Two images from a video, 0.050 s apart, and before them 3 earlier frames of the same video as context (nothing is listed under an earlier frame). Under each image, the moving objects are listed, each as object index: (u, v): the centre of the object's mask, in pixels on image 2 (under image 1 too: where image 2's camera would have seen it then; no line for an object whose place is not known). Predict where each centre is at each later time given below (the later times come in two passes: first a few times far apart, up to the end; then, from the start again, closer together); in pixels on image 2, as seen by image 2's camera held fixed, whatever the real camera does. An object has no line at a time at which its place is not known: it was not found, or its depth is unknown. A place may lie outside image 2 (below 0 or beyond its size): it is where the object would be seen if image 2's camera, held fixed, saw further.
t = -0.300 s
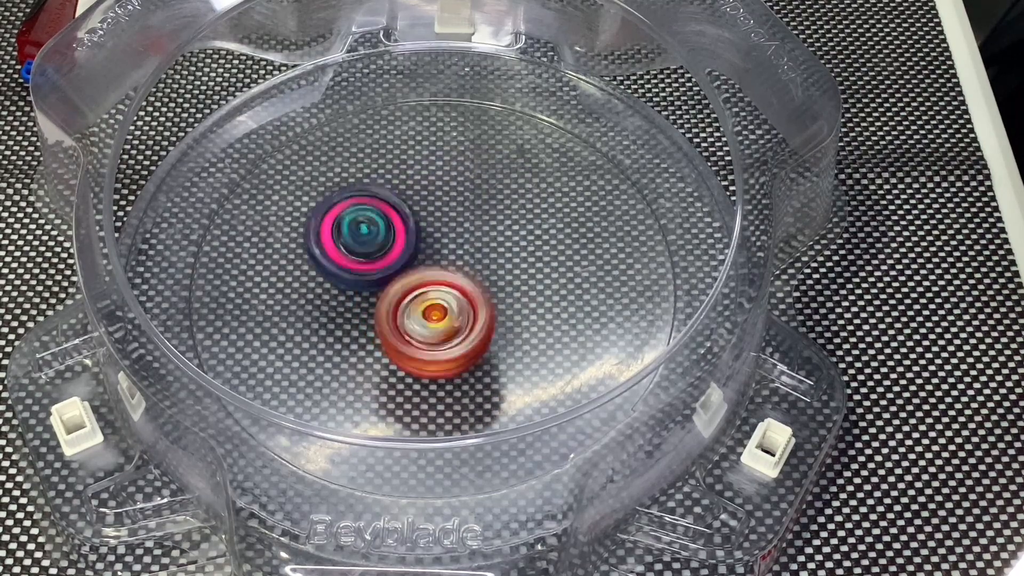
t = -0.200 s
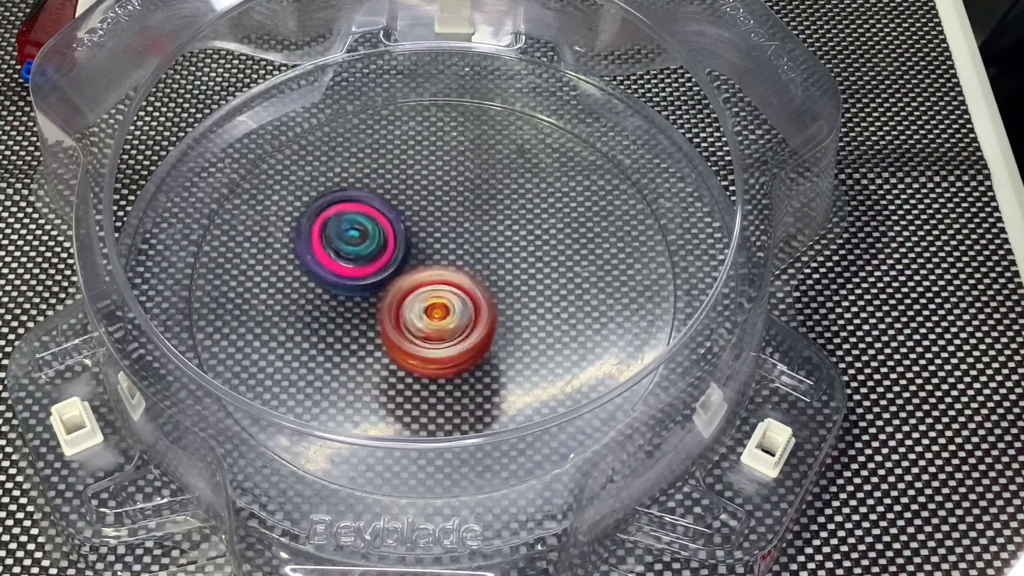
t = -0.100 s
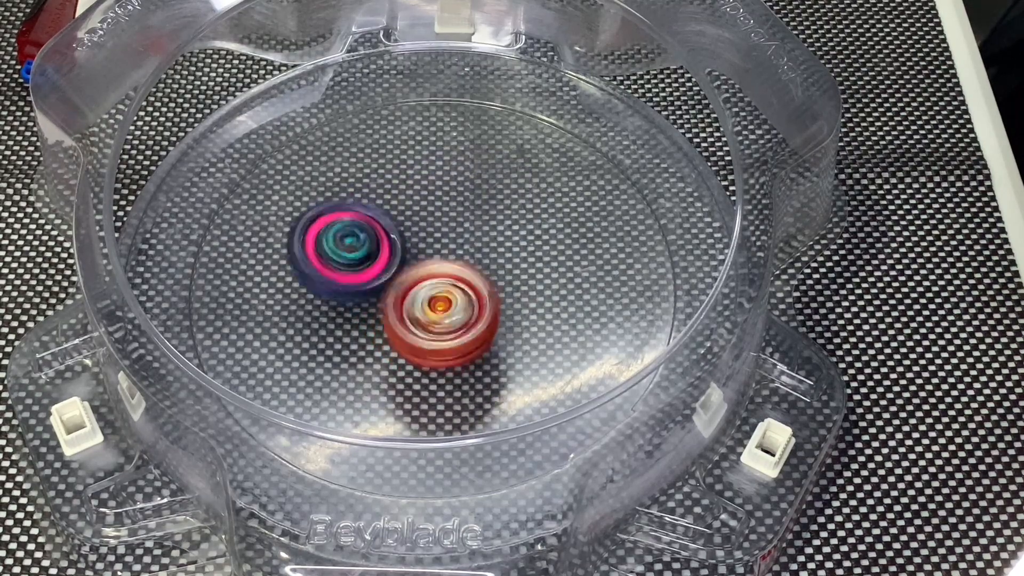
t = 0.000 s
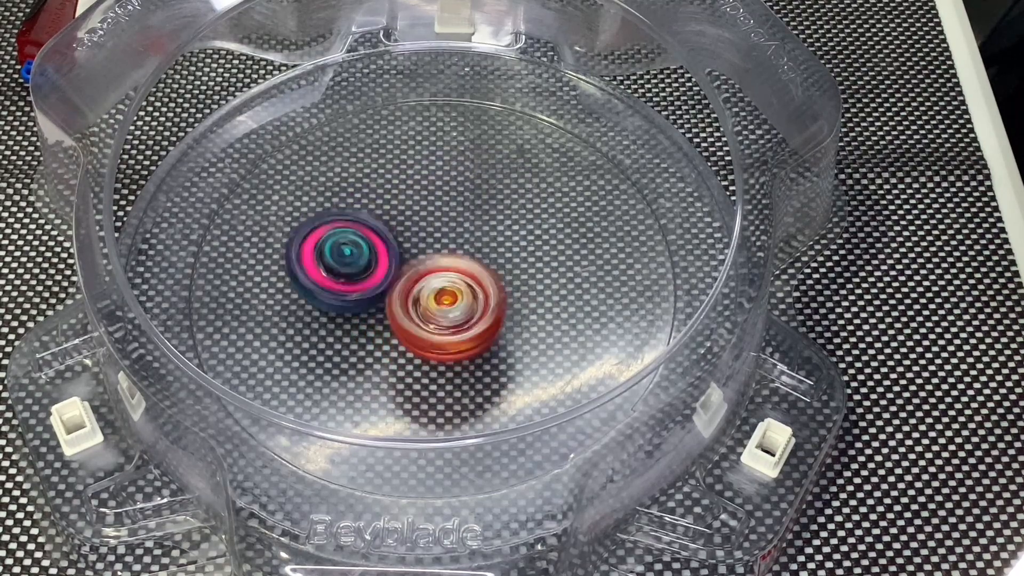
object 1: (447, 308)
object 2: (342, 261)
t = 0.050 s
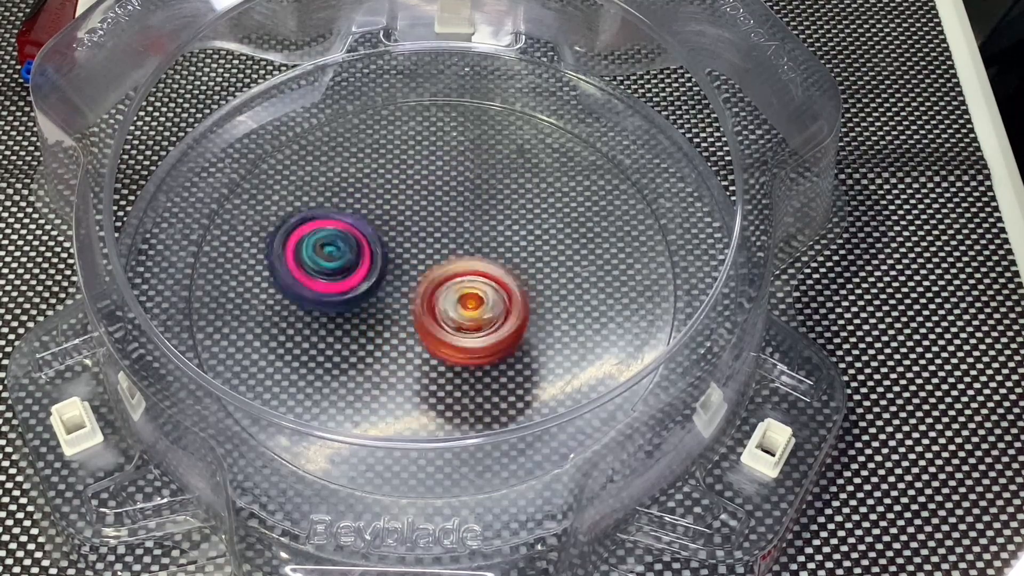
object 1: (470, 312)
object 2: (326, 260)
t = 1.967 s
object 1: (493, 202)
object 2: (419, 314)
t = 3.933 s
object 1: (416, 209)
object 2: (438, 342)
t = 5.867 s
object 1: (336, 338)
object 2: (458, 281)
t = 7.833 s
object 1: (450, 336)
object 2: (410, 241)
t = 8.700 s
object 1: (468, 351)
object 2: (442, 239)
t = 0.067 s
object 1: (476, 314)
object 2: (324, 260)
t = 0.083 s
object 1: (480, 313)
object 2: (323, 261)
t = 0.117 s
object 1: (485, 313)
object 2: (322, 262)
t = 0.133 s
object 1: (486, 313)
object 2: (322, 263)
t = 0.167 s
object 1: (486, 311)
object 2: (322, 264)
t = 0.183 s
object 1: (485, 311)
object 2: (322, 264)
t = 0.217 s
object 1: (485, 308)
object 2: (323, 267)
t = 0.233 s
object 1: (484, 307)
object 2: (324, 268)
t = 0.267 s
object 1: (484, 304)
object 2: (326, 270)
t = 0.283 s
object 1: (482, 302)
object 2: (327, 272)
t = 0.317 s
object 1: (481, 299)
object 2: (329, 275)
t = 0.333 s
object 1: (481, 298)
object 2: (332, 276)
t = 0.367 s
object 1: (480, 295)
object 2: (335, 279)
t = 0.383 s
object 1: (480, 294)
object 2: (338, 280)
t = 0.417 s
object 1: (478, 292)
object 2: (342, 283)
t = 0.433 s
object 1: (477, 291)
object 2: (344, 284)
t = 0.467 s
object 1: (476, 288)
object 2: (350, 287)
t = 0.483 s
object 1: (476, 287)
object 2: (353, 288)
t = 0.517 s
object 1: (476, 285)
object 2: (357, 292)
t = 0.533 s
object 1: (481, 283)
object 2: (355, 293)
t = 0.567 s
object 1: (492, 281)
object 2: (350, 295)
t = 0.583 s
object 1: (495, 280)
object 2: (350, 295)
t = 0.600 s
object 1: (497, 279)
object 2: (351, 297)
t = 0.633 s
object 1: (497, 279)
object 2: (354, 299)
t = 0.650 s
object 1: (497, 279)
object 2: (356, 299)
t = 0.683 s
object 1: (496, 278)
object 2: (360, 302)
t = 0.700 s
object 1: (494, 278)
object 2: (362, 302)
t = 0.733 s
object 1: (491, 278)
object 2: (366, 304)
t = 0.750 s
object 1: (489, 277)
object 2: (368, 304)
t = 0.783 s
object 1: (487, 275)
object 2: (374, 305)
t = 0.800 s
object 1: (487, 274)
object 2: (374, 307)
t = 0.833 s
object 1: (492, 269)
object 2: (372, 308)
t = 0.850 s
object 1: (496, 268)
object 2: (374, 309)
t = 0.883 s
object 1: (498, 268)
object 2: (377, 309)
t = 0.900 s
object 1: (497, 268)
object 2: (379, 309)
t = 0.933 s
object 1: (497, 268)
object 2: (383, 310)
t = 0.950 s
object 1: (496, 268)
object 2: (385, 310)
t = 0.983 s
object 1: (500, 264)
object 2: (382, 312)
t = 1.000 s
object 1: (503, 261)
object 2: (379, 314)
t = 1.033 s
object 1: (508, 257)
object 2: (380, 315)
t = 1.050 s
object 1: (508, 256)
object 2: (379, 316)
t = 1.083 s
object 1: (508, 255)
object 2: (380, 316)
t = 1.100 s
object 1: (508, 254)
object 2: (380, 316)
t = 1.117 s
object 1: (508, 254)
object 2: (382, 316)
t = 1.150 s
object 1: (505, 254)
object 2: (383, 316)
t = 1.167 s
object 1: (504, 254)
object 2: (383, 316)
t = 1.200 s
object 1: (500, 254)
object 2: (385, 315)
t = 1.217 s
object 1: (498, 254)
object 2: (387, 315)
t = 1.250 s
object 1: (495, 254)
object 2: (389, 315)
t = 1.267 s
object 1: (494, 253)
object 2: (391, 315)
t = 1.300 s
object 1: (496, 250)
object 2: (391, 315)
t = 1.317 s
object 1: (502, 245)
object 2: (387, 317)
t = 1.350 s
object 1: (506, 236)
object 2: (385, 320)
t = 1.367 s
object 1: (508, 234)
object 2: (384, 320)
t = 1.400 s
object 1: (508, 229)
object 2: (387, 320)
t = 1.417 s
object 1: (508, 229)
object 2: (388, 320)
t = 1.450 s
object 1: (507, 228)
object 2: (390, 319)
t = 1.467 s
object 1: (506, 229)
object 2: (392, 318)
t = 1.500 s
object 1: (503, 230)
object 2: (394, 317)
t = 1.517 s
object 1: (501, 230)
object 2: (395, 316)
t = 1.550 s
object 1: (497, 232)
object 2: (398, 315)
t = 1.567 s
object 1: (496, 233)
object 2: (401, 313)
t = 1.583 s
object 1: (494, 233)
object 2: (401, 313)
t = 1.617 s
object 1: (489, 235)
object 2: (406, 311)
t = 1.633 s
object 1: (489, 234)
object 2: (408, 310)
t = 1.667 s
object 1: (491, 230)
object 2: (409, 310)
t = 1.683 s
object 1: (492, 230)
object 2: (412, 310)
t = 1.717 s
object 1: (491, 229)
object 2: (415, 309)
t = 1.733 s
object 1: (491, 227)
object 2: (416, 309)
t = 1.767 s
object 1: (490, 224)
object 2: (418, 310)
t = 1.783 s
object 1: (490, 224)
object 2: (419, 309)
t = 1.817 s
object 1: (489, 224)
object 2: (423, 308)
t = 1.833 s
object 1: (488, 223)
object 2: (424, 308)
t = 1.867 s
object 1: (490, 216)
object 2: (422, 310)
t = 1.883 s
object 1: (492, 211)
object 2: (420, 314)
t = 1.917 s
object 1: (493, 205)
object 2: (419, 315)
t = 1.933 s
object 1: (493, 204)
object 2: (419, 314)
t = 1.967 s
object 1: (493, 202)
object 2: (419, 314)
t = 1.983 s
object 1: (492, 202)
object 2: (420, 313)
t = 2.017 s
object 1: (490, 203)
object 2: (420, 312)
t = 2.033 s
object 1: (488, 203)
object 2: (421, 311)
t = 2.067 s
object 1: (486, 204)
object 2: (422, 310)
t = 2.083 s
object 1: (483, 204)
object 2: (422, 308)
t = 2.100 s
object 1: (483, 205)
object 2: (423, 308)
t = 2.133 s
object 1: (479, 206)
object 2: (424, 306)
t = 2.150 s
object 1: (477, 207)
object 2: (425, 305)
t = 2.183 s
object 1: (475, 209)
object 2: (425, 304)
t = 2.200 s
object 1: (473, 209)
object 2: (425, 303)
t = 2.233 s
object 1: (475, 204)
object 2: (423, 306)
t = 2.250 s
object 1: (475, 203)
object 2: (424, 307)
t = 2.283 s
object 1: (476, 203)
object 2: (424, 306)
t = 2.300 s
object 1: (475, 204)
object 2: (424, 306)
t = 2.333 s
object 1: (474, 203)
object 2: (424, 306)
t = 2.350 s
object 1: (472, 204)
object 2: (424, 304)
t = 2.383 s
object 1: (471, 205)
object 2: (424, 304)
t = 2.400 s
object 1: (469, 205)
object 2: (424, 303)
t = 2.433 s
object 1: (468, 206)
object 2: (424, 303)
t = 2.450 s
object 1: (467, 205)
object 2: (424, 303)
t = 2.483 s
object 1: (465, 206)
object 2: (424, 303)
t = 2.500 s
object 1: (464, 206)
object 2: (424, 302)
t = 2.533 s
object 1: (464, 203)
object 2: (423, 304)
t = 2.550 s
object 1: (463, 201)
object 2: (423, 307)
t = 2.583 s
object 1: (463, 201)
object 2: (423, 306)
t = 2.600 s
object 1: (462, 201)
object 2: (423, 305)
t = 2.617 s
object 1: (461, 201)
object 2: (423, 306)
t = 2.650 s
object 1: (460, 202)
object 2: (424, 306)
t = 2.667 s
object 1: (457, 203)
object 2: (424, 305)
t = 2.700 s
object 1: (456, 204)
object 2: (424, 305)
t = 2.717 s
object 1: (453, 205)
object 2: (423, 305)
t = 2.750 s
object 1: (452, 206)
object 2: (424, 305)
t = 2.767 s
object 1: (451, 205)
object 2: (424, 305)
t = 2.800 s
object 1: (456, 191)
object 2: (417, 314)
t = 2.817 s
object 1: (457, 186)
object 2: (414, 318)
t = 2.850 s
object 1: (459, 181)
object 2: (413, 320)
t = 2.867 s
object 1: (457, 180)
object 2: (412, 321)
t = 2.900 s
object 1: (458, 180)
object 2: (411, 321)
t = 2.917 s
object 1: (457, 180)
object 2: (411, 321)
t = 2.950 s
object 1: (456, 182)
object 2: (409, 321)
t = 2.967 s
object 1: (455, 184)
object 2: (409, 321)
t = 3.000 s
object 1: (451, 186)
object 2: (407, 321)
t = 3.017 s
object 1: (450, 188)
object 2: (407, 321)
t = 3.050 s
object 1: (447, 191)
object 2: (406, 321)
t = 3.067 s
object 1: (447, 192)
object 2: (407, 321)
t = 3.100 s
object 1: (444, 195)
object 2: (407, 320)
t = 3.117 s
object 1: (444, 196)
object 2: (407, 320)
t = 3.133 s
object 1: (442, 198)
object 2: (407, 320)
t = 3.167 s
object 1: (443, 203)
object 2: (407, 319)
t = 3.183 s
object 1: (441, 207)
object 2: (408, 319)
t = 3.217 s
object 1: (441, 213)
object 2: (408, 317)
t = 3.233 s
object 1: (439, 217)
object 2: (408, 317)
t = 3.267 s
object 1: (438, 221)
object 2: (409, 317)
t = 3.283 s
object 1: (439, 220)
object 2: (409, 319)
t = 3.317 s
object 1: (441, 218)
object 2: (409, 322)
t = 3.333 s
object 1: (443, 219)
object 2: (410, 323)
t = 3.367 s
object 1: (443, 221)
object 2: (411, 323)
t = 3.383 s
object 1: (443, 221)
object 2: (412, 323)
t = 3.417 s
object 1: (441, 223)
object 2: (414, 323)
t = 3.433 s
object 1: (440, 223)
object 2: (415, 322)
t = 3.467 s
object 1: (439, 222)
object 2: (417, 323)
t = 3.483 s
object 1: (439, 222)
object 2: (418, 324)
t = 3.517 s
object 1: (439, 223)
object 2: (420, 323)
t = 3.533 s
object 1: (437, 223)
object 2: (420, 323)
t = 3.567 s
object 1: (436, 223)
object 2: (422, 323)
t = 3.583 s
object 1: (435, 222)
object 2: (424, 324)
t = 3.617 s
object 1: (433, 209)
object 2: (427, 336)
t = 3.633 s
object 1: (432, 207)
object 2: (430, 341)
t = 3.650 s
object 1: (432, 204)
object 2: (432, 343)
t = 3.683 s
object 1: (430, 204)
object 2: (432, 346)
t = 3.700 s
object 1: (429, 203)
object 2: (434, 347)
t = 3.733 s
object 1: (427, 203)
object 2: (433, 347)
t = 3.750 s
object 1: (426, 204)
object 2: (435, 348)
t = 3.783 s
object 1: (425, 204)
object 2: (434, 348)
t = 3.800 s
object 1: (423, 205)
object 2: (436, 347)
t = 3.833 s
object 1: (422, 205)
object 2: (436, 347)
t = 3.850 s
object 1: (420, 206)
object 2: (437, 347)
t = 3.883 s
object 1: (419, 207)
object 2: (436, 345)
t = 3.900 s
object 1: (419, 208)
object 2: (438, 344)
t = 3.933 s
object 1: (416, 209)
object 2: (438, 342)
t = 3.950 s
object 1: (416, 211)
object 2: (440, 341)
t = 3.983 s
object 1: (414, 212)
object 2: (440, 338)
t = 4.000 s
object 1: (415, 214)
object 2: (442, 336)
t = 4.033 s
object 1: (412, 216)
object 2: (443, 332)
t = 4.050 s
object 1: (412, 216)
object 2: (442, 331)
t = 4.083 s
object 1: (410, 218)
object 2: (445, 326)
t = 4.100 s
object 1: (410, 218)
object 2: (445, 325)
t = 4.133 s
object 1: (409, 221)
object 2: (445, 320)
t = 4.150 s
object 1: (407, 223)
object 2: (445, 318)
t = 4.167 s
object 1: (405, 222)
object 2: (448, 319)
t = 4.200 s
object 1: (398, 220)
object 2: (455, 322)
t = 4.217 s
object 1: (397, 221)
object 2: (458, 322)
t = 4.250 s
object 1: (393, 222)
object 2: (462, 318)
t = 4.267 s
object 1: (392, 224)
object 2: (462, 317)
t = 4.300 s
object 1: (387, 227)
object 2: (464, 313)
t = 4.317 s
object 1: (387, 228)
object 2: (464, 311)
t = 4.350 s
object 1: (383, 231)
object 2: (465, 308)
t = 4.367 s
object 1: (382, 231)
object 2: (464, 305)
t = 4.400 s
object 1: (372, 227)
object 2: (471, 309)
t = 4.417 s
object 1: (369, 225)
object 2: (474, 311)
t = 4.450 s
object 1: (364, 224)
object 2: (478, 312)
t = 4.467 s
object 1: (361, 225)
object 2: (480, 311)
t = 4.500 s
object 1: (357, 226)
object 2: (480, 310)
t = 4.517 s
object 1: (354, 226)
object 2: (480, 309)
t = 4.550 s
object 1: (353, 227)
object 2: (479, 307)
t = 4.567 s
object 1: (352, 227)
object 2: (480, 306)
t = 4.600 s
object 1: (351, 229)
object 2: (478, 305)
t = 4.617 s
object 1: (351, 230)
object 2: (478, 304)
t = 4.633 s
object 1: (350, 232)
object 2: (478, 302)
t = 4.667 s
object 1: (350, 233)
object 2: (476, 302)
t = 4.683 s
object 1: (350, 235)
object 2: (476, 301)
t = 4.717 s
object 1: (349, 237)
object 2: (474, 299)
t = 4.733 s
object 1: (350, 237)
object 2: (474, 297)
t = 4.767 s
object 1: (350, 240)
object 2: (472, 295)
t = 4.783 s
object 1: (350, 241)
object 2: (471, 293)
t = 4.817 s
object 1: (351, 243)
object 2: (468, 290)
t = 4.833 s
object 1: (351, 245)
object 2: (466, 290)
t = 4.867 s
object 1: (351, 248)
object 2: (465, 287)
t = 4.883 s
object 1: (348, 246)
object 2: (468, 288)
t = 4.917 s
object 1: (328, 240)
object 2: (484, 290)
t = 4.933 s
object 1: (323, 237)
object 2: (490, 289)
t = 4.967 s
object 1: (314, 235)
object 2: (495, 290)
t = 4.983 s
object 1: (311, 236)
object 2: (496, 289)
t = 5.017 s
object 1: (310, 241)
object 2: (495, 290)
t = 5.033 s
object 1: (310, 242)
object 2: (495, 289)
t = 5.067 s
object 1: (310, 247)
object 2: (494, 289)
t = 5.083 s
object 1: (308, 250)
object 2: (494, 289)
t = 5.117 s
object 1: (307, 252)
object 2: (494, 289)
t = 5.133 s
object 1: (308, 255)
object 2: (492, 289)
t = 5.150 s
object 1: (308, 256)
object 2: (492, 289)
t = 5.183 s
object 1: (310, 260)
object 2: (490, 288)
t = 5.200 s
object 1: (310, 262)
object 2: (489, 288)
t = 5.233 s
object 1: (310, 267)
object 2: (487, 286)
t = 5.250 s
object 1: (313, 268)
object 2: (485, 286)
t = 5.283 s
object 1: (316, 273)
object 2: (483, 286)
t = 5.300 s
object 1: (316, 275)
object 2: (482, 286)
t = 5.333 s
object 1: (321, 281)
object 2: (479, 286)
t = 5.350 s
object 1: (324, 284)
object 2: (477, 285)
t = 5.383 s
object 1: (329, 290)
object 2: (473, 285)
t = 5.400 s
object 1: (332, 292)
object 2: (471, 285)
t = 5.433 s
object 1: (337, 297)
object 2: (467, 284)
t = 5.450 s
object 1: (339, 301)
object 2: (466, 284)
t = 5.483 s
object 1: (346, 307)
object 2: (463, 283)
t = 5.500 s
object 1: (342, 310)
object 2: (465, 282)
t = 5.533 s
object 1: (329, 315)
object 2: (475, 280)
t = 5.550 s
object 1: (324, 318)
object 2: (477, 279)
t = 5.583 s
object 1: (323, 319)
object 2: (477, 278)
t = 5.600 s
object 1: (326, 320)
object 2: (476, 278)
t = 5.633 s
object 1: (328, 323)
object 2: (475, 280)
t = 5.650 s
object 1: (327, 327)
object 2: (474, 280)
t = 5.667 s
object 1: (328, 328)
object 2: (474, 280)
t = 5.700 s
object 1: (328, 330)
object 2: (472, 280)
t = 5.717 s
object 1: (329, 332)
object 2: (471, 279)
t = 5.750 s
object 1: (330, 333)
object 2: (468, 280)
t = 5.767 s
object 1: (330, 334)
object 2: (467, 280)
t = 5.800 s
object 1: (332, 334)
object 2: (464, 280)
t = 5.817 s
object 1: (335, 335)
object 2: (463, 280)
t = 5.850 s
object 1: (337, 337)
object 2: (461, 280)
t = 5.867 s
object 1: (336, 338)
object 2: (458, 281)
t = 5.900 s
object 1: (337, 339)
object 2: (457, 281)
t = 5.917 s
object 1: (340, 339)
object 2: (455, 281)
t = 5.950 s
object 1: (346, 339)
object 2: (454, 282)
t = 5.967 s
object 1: (348, 339)
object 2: (453, 282)
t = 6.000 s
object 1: (355, 339)
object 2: (452, 282)
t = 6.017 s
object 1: (358, 340)
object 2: (453, 281)
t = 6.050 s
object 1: (360, 339)
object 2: (454, 279)
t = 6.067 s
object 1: (364, 340)
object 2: (455, 278)
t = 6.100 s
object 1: (353, 352)
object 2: (470, 263)
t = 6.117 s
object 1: (343, 357)
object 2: (479, 253)
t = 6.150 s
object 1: (332, 363)
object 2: (492, 240)
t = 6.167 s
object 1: (330, 365)
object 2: (498, 236)
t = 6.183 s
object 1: (326, 367)
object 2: (500, 232)
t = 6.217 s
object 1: (327, 364)
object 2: (505, 228)
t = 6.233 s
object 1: (328, 362)
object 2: (507, 226)
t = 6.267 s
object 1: (337, 362)
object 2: (509, 224)
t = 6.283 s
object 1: (340, 360)
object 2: (510, 222)
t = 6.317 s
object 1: (346, 360)
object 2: (511, 220)
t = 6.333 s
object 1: (349, 360)
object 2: (512, 219)
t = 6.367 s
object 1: (352, 360)
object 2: (513, 216)
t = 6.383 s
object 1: (356, 360)
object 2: (512, 216)
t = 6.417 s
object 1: (358, 359)
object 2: (512, 214)
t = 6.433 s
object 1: (359, 359)
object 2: (512, 214)
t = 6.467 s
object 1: (365, 354)
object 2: (509, 213)
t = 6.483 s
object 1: (367, 352)
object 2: (509, 213)
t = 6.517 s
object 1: (377, 349)
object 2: (506, 213)
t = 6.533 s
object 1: (380, 347)
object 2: (504, 213)
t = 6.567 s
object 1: (388, 348)
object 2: (502, 214)
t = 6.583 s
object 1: (391, 349)
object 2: (500, 214)
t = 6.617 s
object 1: (396, 348)
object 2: (496, 217)
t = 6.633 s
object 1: (399, 348)
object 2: (494, 218)
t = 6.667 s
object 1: (405, 348)
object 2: (488, 221)
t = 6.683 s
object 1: (407, 346)
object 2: (487, 223)
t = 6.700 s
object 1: (411, 343)
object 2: (485, 225)
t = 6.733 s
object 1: (418, 338)
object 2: (480, 228)
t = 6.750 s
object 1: (422, 333)
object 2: (479, 231)
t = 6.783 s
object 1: (429, 329)
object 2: (476, 233)
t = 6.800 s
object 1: (432, 326)
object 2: (473, 234)
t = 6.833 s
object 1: (436, 330)
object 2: (470, 236)
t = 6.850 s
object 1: (438, 333)
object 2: (467, 236)
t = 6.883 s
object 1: (440, 336)
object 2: (460, 238)
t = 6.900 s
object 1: (441, 338)
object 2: (456, 239)
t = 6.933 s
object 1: (440, 341)
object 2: (452, 239)
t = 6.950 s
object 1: (441, 346)
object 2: (448, 239)
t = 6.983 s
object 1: (439, 351)
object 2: (448, 243)
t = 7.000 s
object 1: (443, 350)
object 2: (448, 244)
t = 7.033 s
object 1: (444, 356)
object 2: (446, 249)
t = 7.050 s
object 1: (444, 355)
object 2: (445, 249)
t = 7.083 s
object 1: (445, 354)
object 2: (446, 252)
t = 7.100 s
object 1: (444, 353)
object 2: (445, 253)
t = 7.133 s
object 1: (447, 352)
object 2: (443, 255)
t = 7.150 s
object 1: (447, 353)
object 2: (441, 255)
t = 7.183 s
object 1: (447, 356)
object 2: (437, 254)
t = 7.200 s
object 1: (448, 359)
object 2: (437, 255)
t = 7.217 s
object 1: (445, 364)
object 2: (437, 255)
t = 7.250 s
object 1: (438, 366)
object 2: (436, 254)
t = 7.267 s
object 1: (437, 364)
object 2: (435, 255)
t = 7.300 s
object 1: (436, 363)
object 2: (437, 255)
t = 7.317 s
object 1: (436, 362)
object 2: (437, 254)
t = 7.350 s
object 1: (437, 359)
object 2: (433, 254)
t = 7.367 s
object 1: (439, 356)
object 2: (434, 255)
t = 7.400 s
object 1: (439, 349)
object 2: (436, 254)
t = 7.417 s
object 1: (440, 350)
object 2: (434, 251)
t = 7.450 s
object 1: (454, 358)
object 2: (425, 241)
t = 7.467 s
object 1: (457, 362)
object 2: (422, 236)
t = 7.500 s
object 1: (462, 366)
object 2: (416, 232)
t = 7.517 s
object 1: (464, 368)
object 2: (414, 232)
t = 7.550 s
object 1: (460, 368)
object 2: (412, 235)
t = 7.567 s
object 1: (460, 368)
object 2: (414, 235)
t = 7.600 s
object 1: (458, 370)
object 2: (414, 233)
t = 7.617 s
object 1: (456, 371)
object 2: (413, 232)
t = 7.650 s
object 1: (452, 372)
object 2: (409, 234)
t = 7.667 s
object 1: (450, 371)
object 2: (409, 235)
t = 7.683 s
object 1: (447, 370)
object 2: (410, 235)
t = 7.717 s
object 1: (442, 364)
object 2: (411, 235)
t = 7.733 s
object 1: (442, 359)
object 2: (410, 235)
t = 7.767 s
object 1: (443, 351)
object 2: (410, 237)
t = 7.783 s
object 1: (443, 348)
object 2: (409, 238)
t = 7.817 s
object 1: (447, 339)
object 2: (410, 240)
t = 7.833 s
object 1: (450, 336)
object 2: (410, 241)
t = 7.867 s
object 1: (460, 339)
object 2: (408, 239)
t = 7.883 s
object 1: (465, 343)
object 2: (406, 237)
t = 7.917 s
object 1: (471, 348)
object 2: (402, 235)
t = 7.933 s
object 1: (473, 349)
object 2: (401, 237)
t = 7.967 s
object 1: (475, 350)
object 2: (402, 241)
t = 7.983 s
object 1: (475, 350)
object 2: (406, 244)
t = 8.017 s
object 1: (475, 350)
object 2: (411, 244)
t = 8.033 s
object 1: (474, 349)
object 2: (413, 243)
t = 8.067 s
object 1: (472, 349)
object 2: (412, 242)
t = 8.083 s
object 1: (471, 349)
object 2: (412, 242)
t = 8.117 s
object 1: (470, 350)
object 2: (413, 244)
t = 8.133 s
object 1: (469, 351)
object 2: (414, 245)
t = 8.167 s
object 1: (470, 352)
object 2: (418, 246)
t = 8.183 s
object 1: (470, 351)
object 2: (420, 246)
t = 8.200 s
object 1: (469, 351)
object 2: (422, 246)
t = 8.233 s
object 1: (468, 351)
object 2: (425, 245)
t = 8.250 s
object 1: (468, 351)
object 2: (425, 245)
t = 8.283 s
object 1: (468, 351)
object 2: (426, 244)
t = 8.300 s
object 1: (468, 351)
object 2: (426, 245)
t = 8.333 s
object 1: (468, 351)
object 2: (429, 245)
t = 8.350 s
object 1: (468, 351)
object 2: (431, 245)
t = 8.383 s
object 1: (468, 351)
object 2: (435, 243)
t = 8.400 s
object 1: (468, 351)
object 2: (436, 242)
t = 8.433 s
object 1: (468, 351)
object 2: (435, 240)
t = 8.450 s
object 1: (468, 351)
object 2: (436, 241)
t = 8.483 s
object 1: (468, 351)
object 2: (436, 240)
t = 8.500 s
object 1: (468, 351)
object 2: (438, 240)
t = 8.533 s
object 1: (468, 351)
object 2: (439, 240)
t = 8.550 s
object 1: (468, 351)
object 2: (440, 240)
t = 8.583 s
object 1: (468, 351)
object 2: (443, 238)
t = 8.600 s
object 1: (468, 351)
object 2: (442, 237)
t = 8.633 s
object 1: (468, 351)
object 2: (441, 236)
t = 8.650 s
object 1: (468, 351)
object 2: (440, 237)
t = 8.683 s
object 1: (468, 351)
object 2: (440, 239)
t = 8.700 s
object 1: (468, 351)
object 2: (442, 239)
